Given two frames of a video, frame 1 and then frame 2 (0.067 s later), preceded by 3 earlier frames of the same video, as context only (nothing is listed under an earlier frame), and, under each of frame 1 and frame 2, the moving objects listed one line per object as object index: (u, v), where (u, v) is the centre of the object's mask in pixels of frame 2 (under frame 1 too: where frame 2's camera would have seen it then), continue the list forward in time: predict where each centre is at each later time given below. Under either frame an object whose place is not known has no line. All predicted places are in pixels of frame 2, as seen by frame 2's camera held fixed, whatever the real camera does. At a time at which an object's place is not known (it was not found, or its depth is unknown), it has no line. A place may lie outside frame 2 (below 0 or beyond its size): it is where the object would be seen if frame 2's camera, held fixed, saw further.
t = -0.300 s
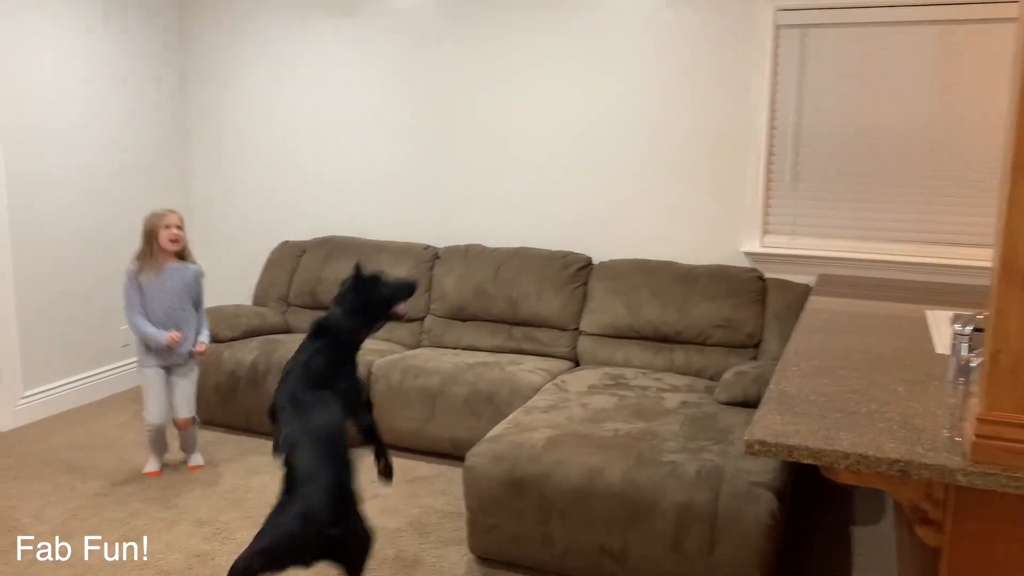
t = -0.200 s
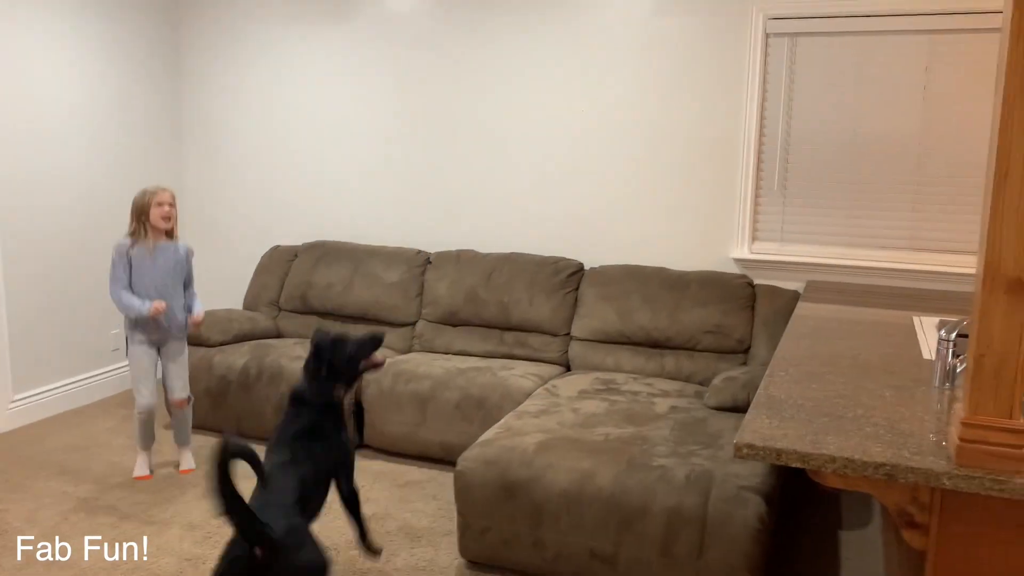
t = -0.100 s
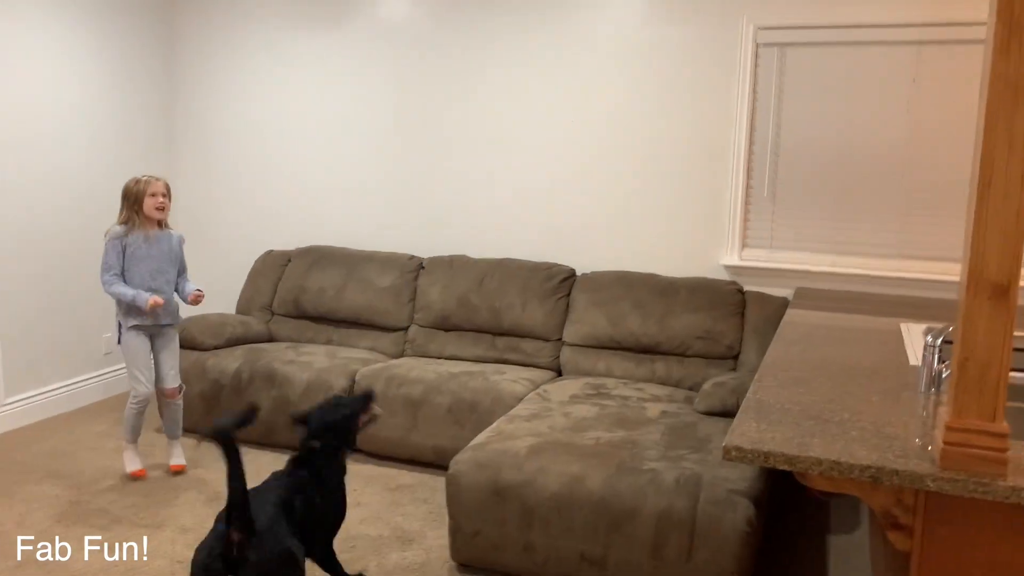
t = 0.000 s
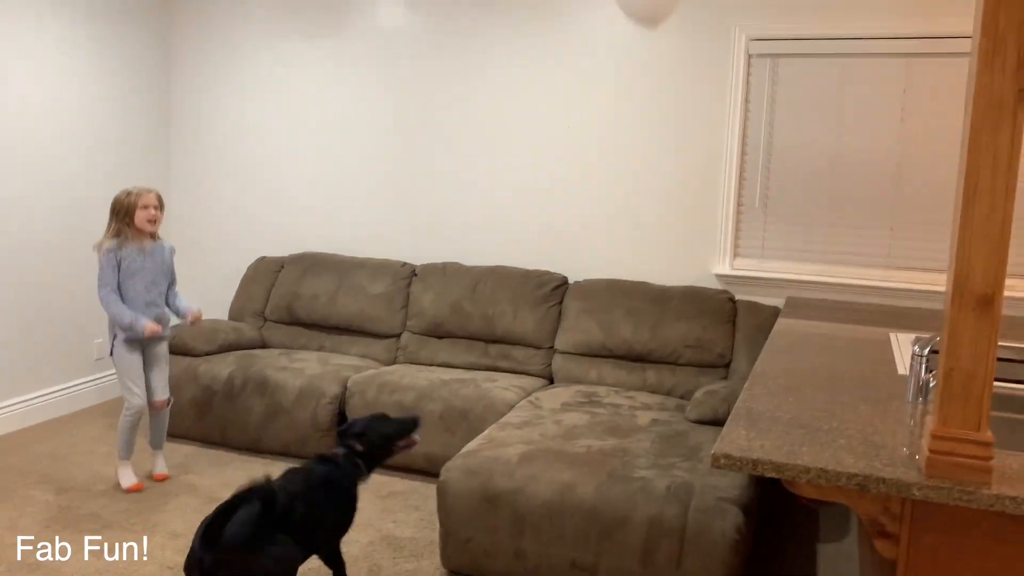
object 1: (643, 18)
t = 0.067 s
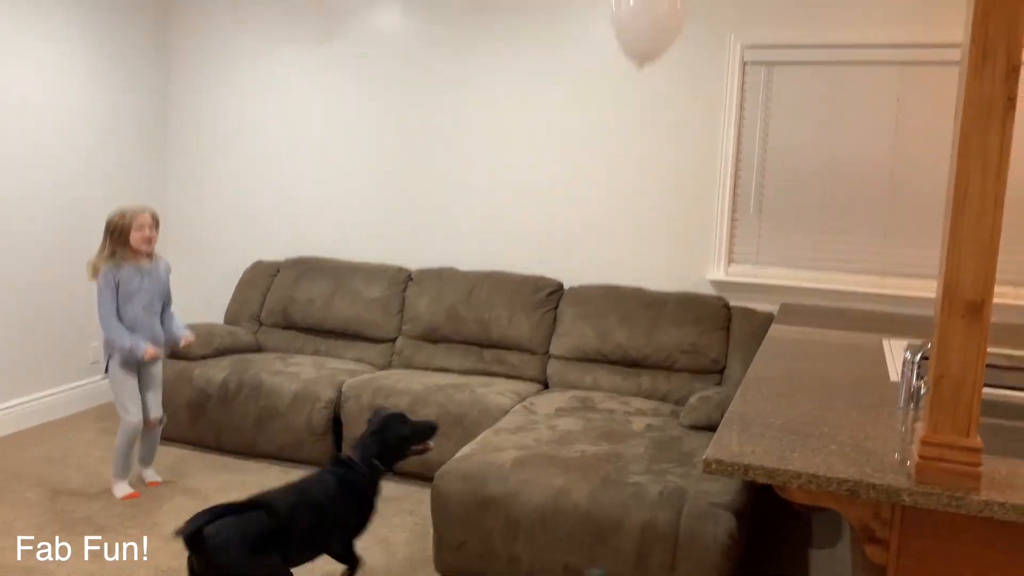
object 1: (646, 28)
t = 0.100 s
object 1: (649, 33)
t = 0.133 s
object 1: (651, 44)
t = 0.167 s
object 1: (651, 59)
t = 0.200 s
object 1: (652, 73)
